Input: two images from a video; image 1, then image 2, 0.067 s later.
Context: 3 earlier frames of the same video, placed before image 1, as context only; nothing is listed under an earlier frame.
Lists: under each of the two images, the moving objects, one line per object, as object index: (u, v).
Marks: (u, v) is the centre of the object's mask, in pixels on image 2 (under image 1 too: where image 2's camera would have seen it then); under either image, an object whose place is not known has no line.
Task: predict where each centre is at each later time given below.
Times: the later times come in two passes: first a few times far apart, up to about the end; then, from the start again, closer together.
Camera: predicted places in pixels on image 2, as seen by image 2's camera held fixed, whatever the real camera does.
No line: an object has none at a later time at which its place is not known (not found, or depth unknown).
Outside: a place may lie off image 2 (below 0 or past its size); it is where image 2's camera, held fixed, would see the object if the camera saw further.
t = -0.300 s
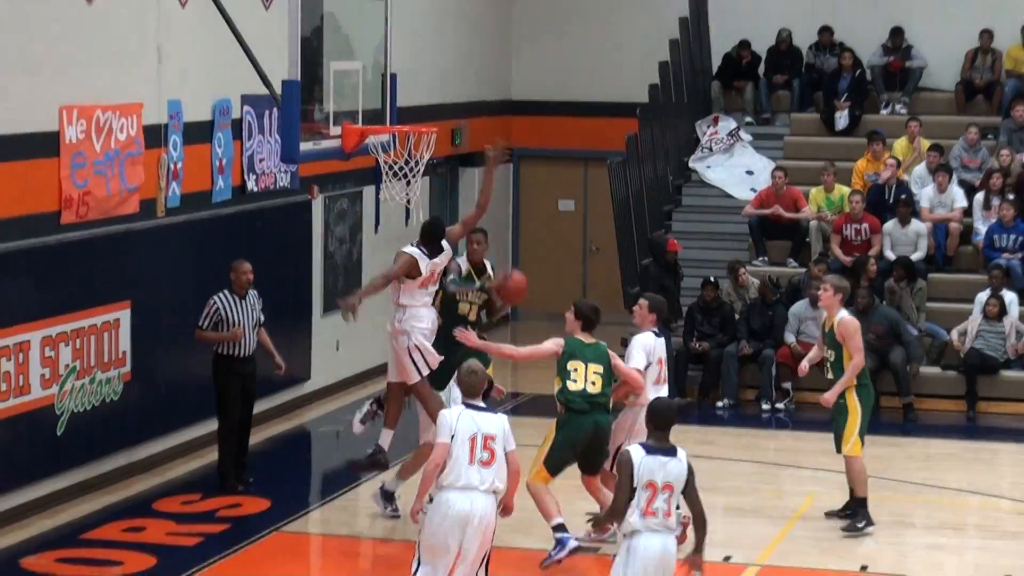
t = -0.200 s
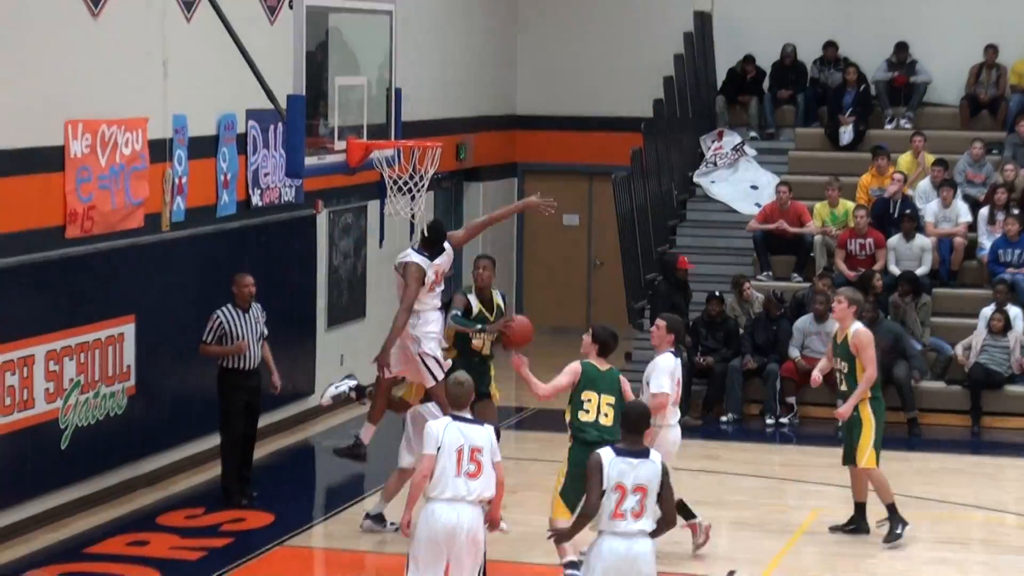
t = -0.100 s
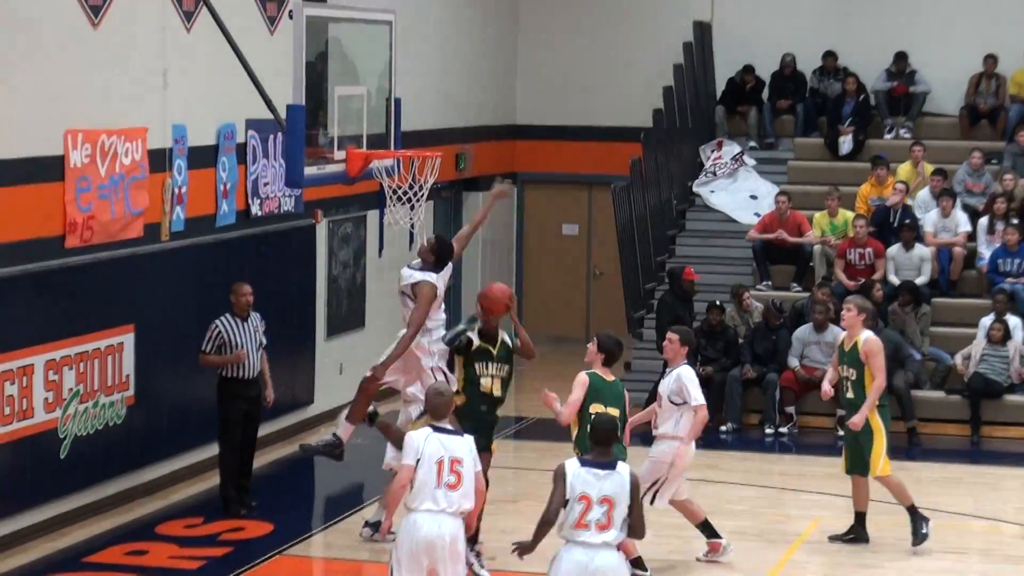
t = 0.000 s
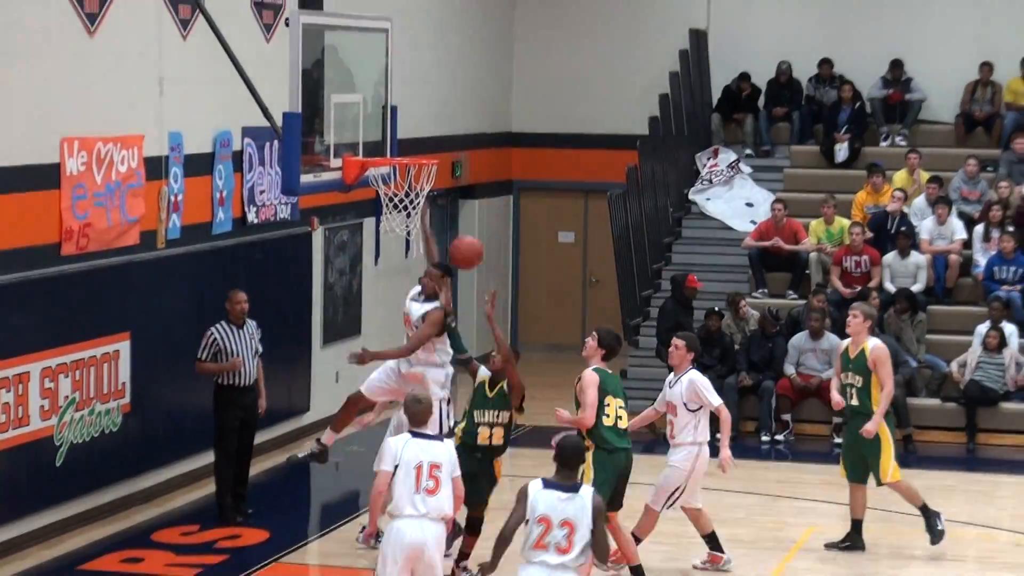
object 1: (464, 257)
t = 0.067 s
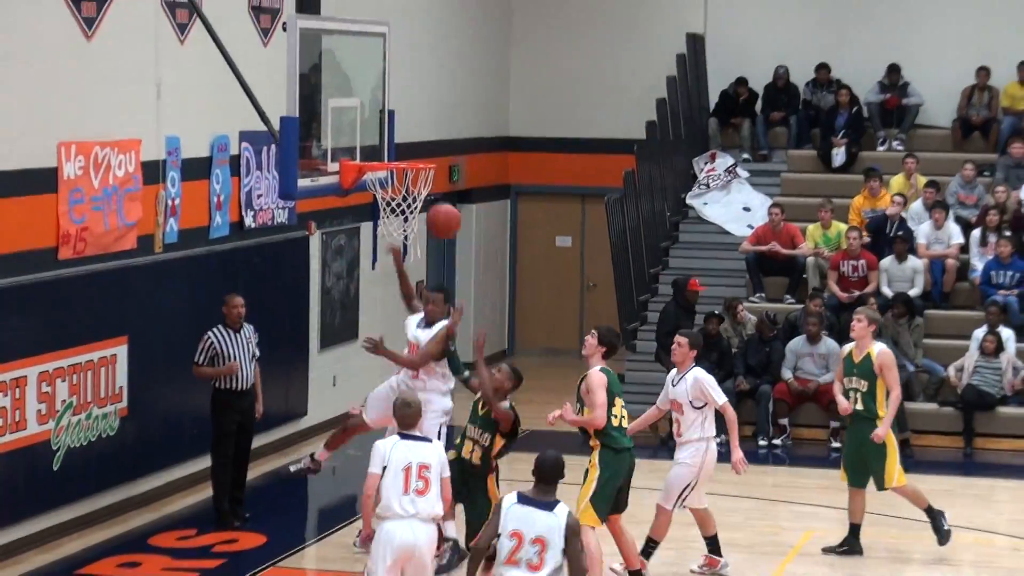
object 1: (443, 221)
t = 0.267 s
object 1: (390, 148)
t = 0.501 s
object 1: (422, 147)
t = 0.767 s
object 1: (468, 209)
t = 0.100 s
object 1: (436, 206)
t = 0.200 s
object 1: (403, 156)
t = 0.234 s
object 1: (393, 151)
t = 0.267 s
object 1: (390, 148)
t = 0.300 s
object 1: (393, 147)
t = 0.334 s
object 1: (397, 147)
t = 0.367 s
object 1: (401, 148)
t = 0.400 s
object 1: (405, 149)
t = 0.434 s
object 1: (411, 149)
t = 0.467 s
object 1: (416, 147)
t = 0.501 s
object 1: (422, 147)
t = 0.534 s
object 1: (428, 149)
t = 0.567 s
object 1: (435, 152)
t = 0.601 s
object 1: (441, 157)
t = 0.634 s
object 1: (446, 163)
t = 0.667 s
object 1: (451, 174)
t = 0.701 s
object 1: (457, 184)
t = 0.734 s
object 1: (463, 196)
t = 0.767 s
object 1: (468, 209)
